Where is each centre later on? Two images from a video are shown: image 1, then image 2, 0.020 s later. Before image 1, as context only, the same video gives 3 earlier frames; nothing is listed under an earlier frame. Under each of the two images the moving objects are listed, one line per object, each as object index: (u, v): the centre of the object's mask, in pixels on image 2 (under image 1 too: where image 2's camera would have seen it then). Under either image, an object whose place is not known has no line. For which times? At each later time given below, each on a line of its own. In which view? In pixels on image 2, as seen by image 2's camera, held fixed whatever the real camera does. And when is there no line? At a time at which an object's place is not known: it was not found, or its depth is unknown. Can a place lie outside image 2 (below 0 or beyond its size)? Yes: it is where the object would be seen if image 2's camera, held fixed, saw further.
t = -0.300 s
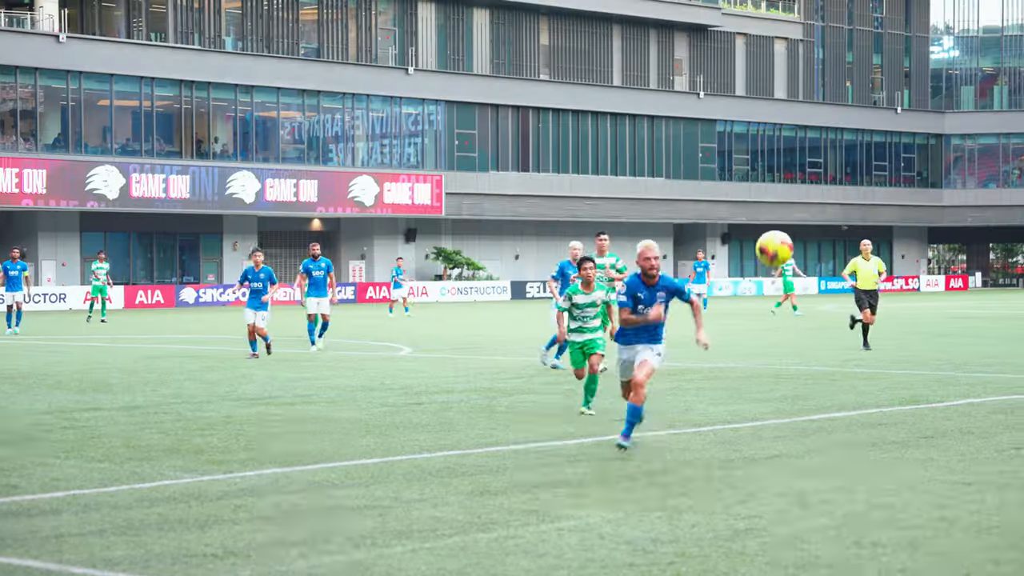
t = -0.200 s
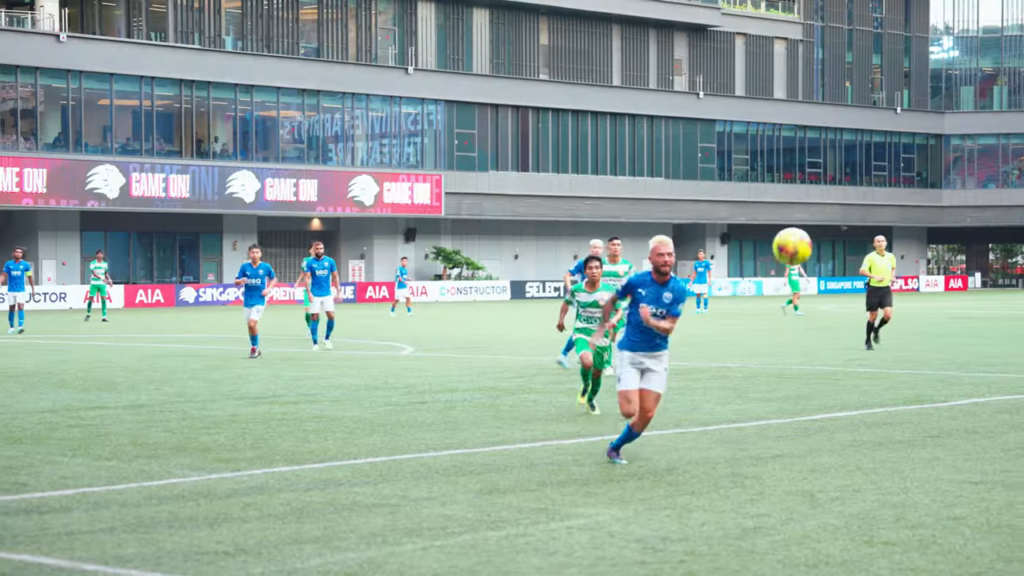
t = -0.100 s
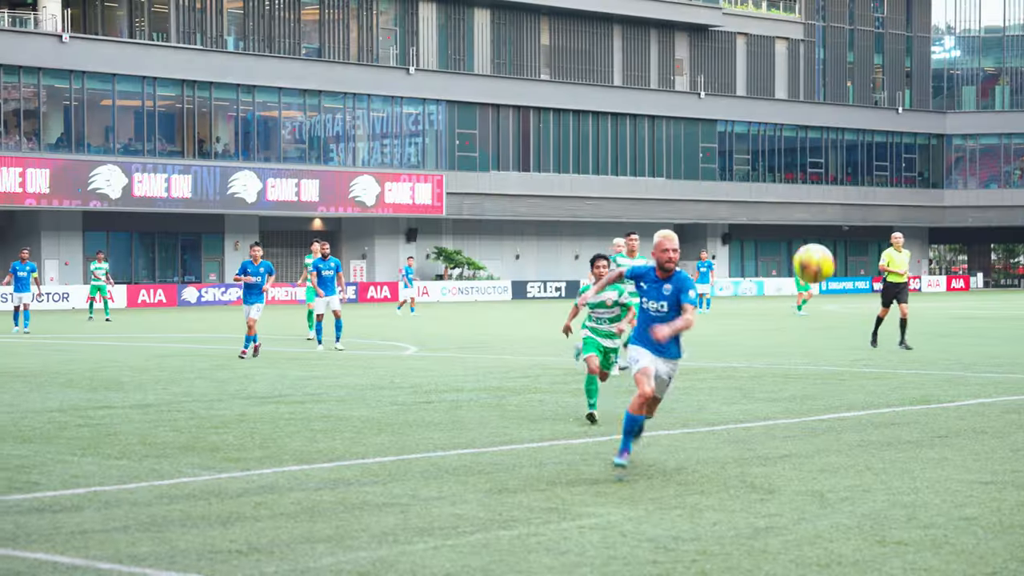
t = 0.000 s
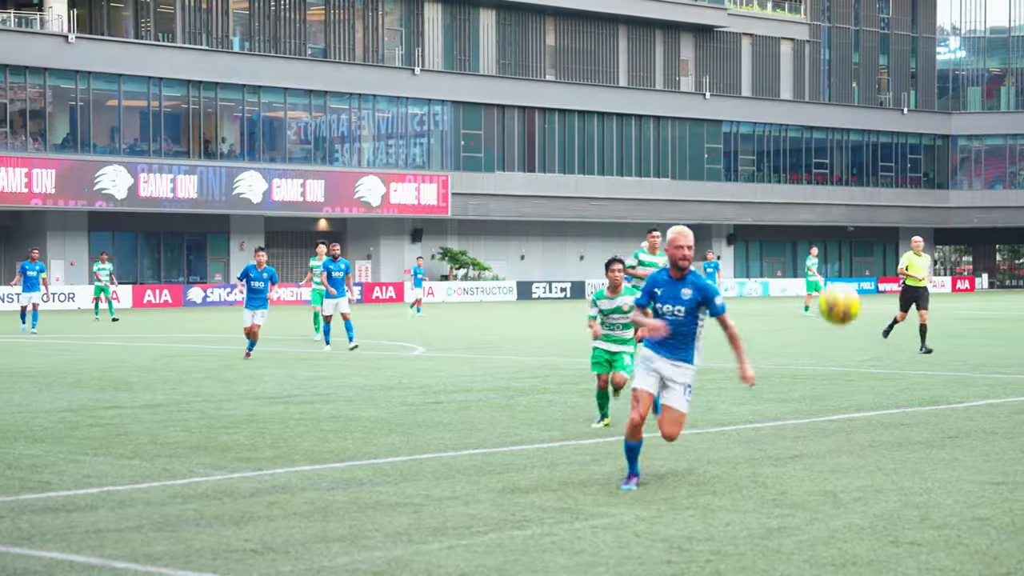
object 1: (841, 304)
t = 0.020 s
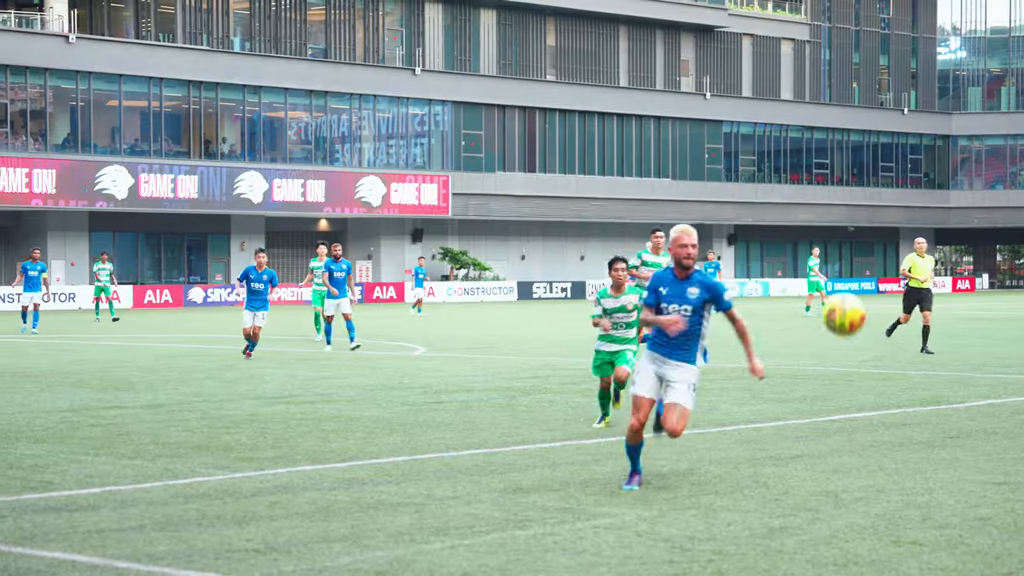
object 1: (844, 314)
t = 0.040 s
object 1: (847, 326)
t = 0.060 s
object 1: (850, 337)
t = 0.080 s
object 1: (853, 351)
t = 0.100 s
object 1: (855, 366)
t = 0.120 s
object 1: (858, 382)
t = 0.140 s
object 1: (861, 399)
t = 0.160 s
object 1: (865, 417)
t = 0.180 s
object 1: (868, 437)
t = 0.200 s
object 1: (872, 458)
